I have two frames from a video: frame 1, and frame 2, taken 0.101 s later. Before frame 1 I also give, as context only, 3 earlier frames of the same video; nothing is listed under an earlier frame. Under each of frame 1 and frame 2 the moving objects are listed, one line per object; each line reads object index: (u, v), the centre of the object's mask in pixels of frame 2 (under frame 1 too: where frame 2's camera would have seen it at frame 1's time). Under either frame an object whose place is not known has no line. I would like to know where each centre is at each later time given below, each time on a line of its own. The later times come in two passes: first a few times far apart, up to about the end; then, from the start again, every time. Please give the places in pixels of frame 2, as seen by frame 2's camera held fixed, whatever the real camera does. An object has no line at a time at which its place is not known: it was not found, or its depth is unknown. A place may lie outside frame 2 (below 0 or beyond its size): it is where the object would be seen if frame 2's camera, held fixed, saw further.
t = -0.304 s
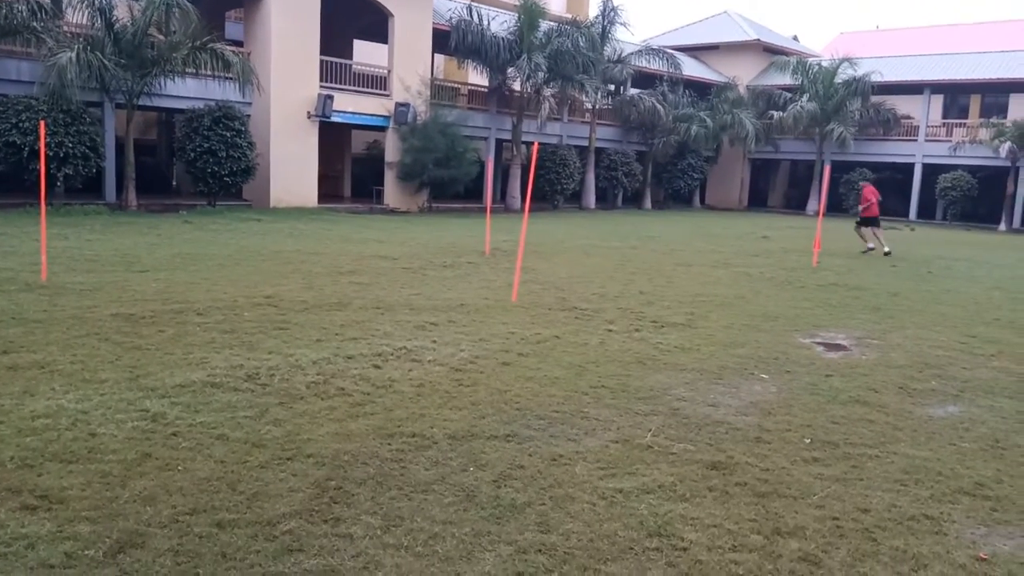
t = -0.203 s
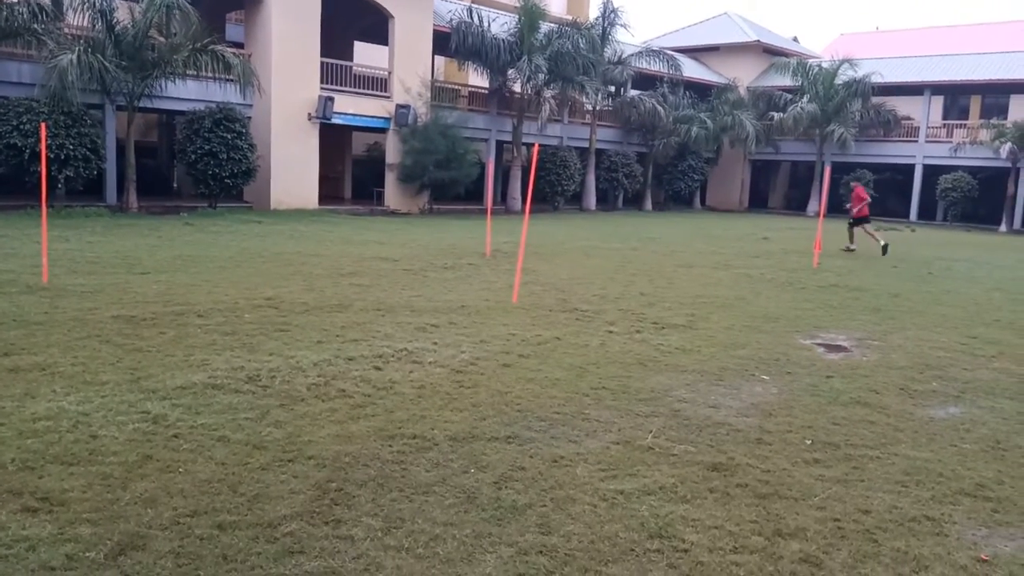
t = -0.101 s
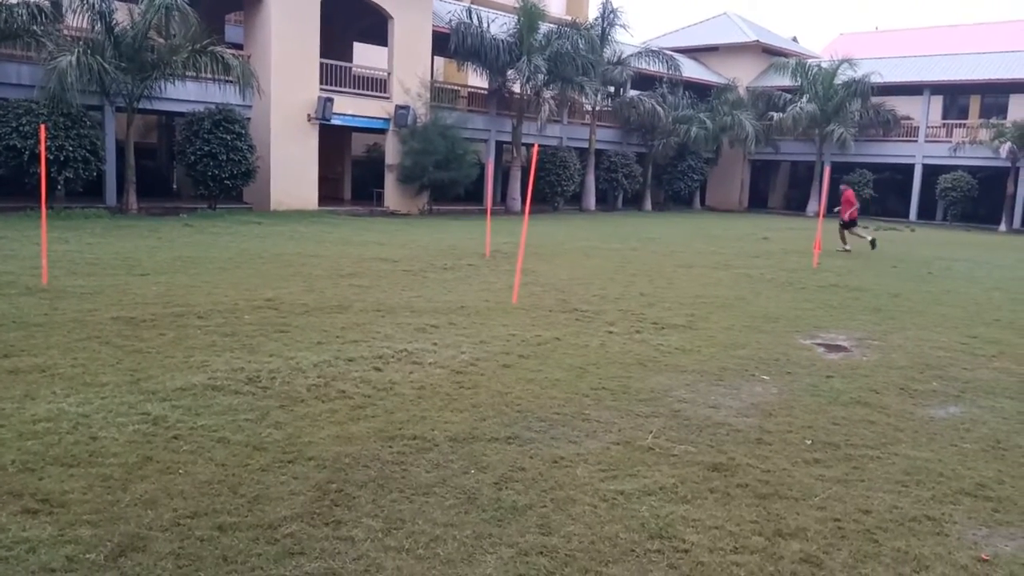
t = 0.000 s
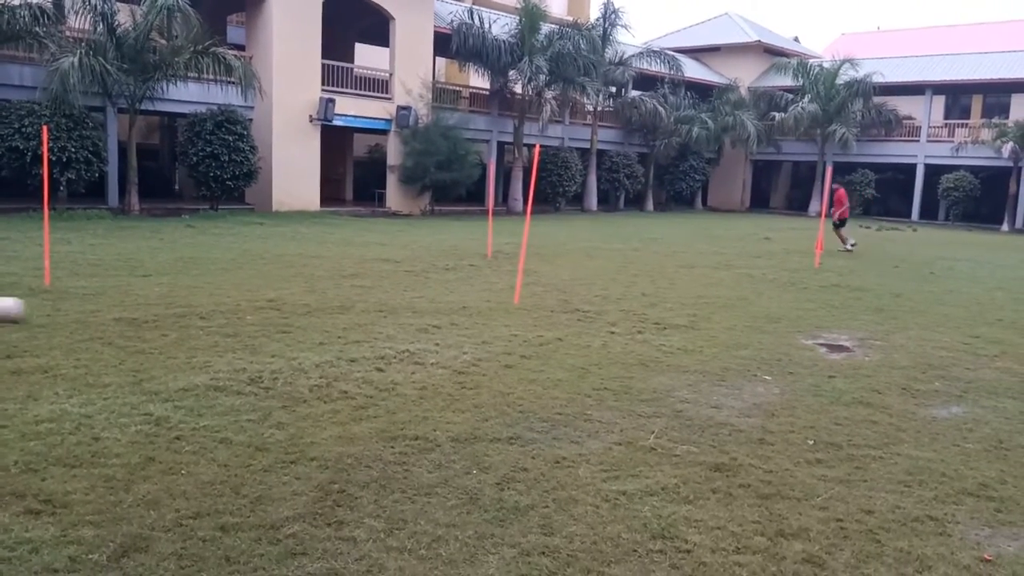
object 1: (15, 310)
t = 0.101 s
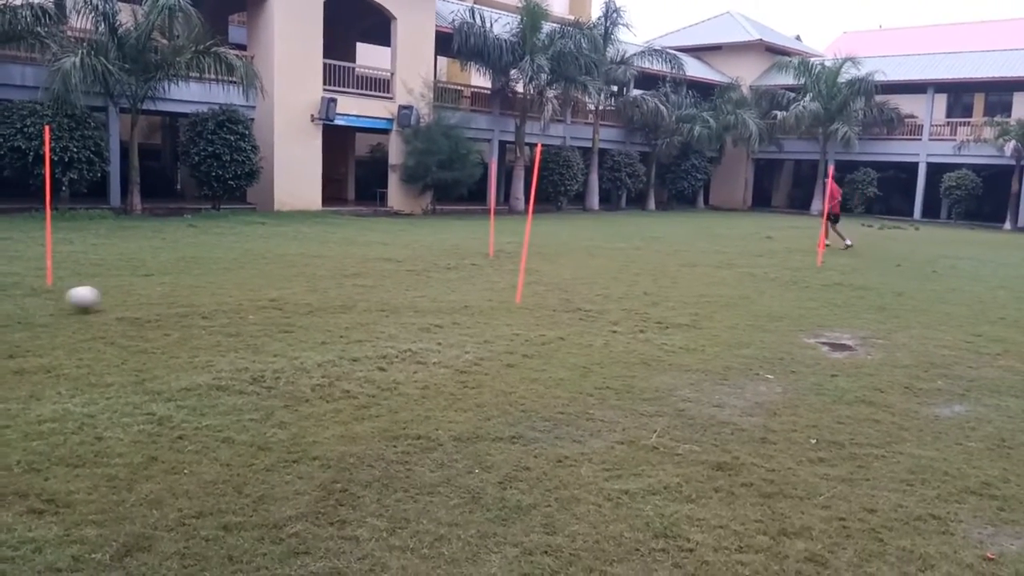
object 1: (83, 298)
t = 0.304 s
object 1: (198, 285)
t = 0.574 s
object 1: (314, 276)
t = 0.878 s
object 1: (410, 272)
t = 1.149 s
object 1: (471, 265)
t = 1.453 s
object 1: (523, 258)
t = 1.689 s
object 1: (557, 256)
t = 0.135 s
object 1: (104, 295)
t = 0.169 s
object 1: (124, 293)
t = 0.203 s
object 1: (145, 293)
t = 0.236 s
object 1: (164, 293)
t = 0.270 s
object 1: (181, 290)
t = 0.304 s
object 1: (198, 285)
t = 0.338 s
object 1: (215, 282)
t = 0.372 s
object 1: (231, 281)
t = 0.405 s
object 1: (246, 281)
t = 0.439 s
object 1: (262, 282)
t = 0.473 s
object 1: (276, 283)
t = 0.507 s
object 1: (289, 280)
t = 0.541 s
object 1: (302, 278)
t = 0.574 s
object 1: (314, 276)
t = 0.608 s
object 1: (327, 275)
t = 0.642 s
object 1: (339, 276)
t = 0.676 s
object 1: (350, 277)
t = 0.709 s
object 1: (361, 275)
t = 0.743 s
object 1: (371, 274)
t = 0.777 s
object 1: (381, 273)
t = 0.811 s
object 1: (391, 273)
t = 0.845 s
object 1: (401, 273)
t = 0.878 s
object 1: (410, 272)
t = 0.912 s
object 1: (418, 270)
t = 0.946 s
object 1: (427, 269)
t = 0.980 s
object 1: (434, 269)
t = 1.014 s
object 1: (443, 269)
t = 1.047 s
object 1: (450, 268)
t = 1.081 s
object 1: (457, 266)
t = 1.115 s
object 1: (464, 265)
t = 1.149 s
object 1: (471, 265)
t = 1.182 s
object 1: (477, 264)
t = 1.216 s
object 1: (484, 263)
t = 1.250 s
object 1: (490, 262)
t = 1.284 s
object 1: (496, 260)
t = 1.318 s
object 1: (502, 259)
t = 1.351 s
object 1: (507, 259)
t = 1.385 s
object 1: (513, 260)
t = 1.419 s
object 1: (516, 259)
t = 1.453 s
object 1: (523, 258)
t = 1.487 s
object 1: (530, 257)
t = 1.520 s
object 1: (534, 257)
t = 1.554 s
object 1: (539, 257)
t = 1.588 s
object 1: (544, 257)
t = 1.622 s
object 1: (548, 257)
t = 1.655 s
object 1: (553, 256)
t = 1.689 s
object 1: (557, 256)
